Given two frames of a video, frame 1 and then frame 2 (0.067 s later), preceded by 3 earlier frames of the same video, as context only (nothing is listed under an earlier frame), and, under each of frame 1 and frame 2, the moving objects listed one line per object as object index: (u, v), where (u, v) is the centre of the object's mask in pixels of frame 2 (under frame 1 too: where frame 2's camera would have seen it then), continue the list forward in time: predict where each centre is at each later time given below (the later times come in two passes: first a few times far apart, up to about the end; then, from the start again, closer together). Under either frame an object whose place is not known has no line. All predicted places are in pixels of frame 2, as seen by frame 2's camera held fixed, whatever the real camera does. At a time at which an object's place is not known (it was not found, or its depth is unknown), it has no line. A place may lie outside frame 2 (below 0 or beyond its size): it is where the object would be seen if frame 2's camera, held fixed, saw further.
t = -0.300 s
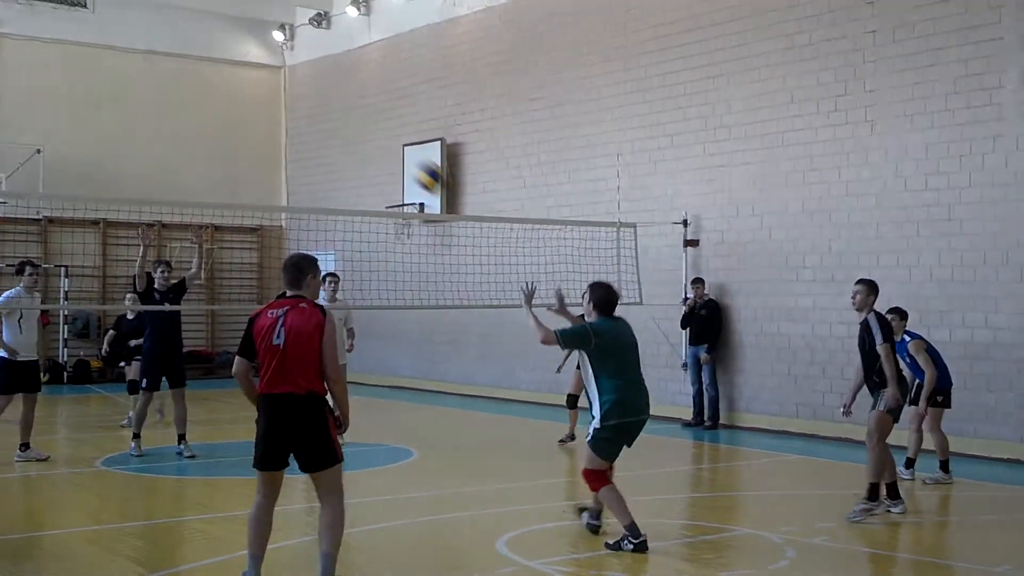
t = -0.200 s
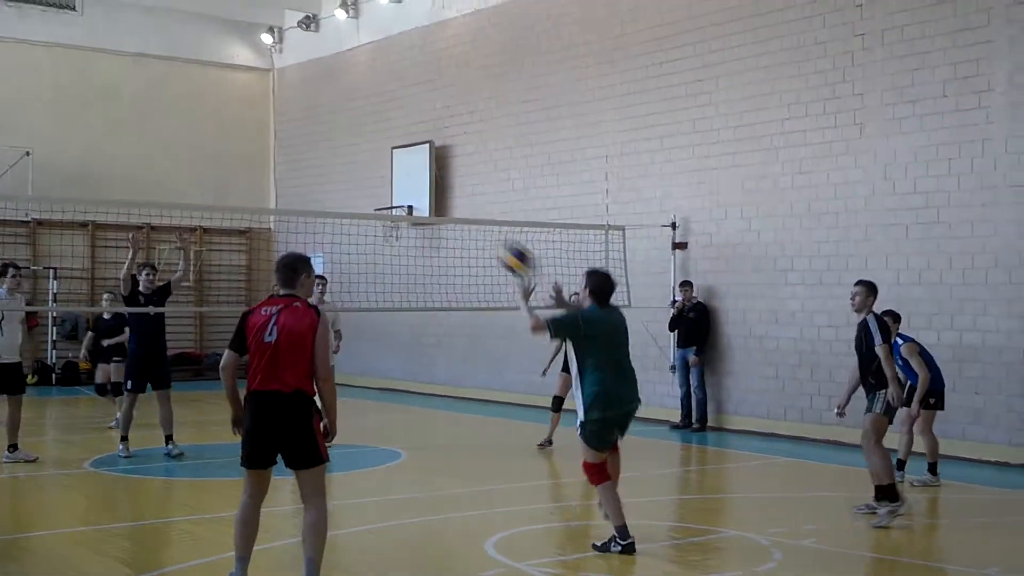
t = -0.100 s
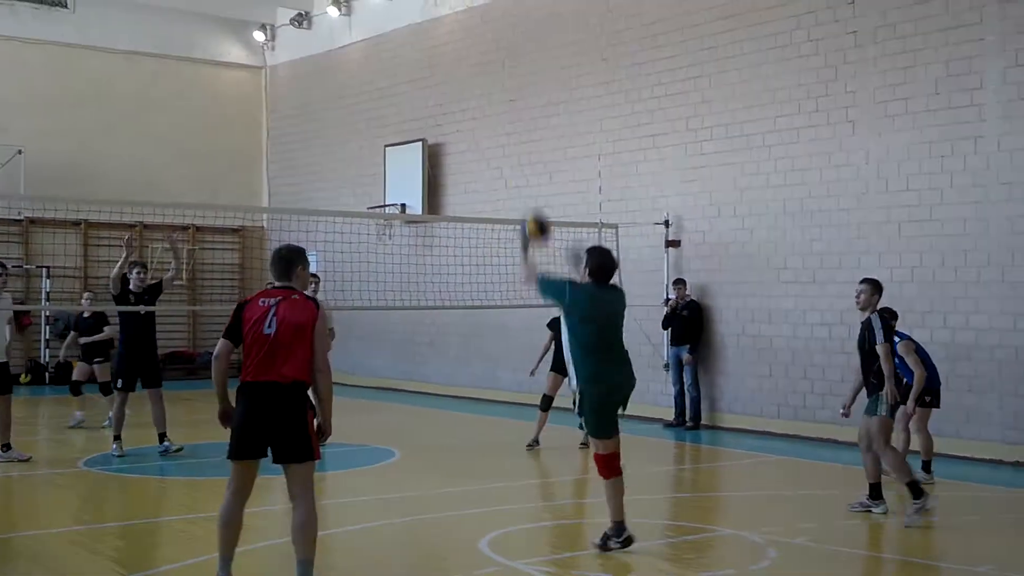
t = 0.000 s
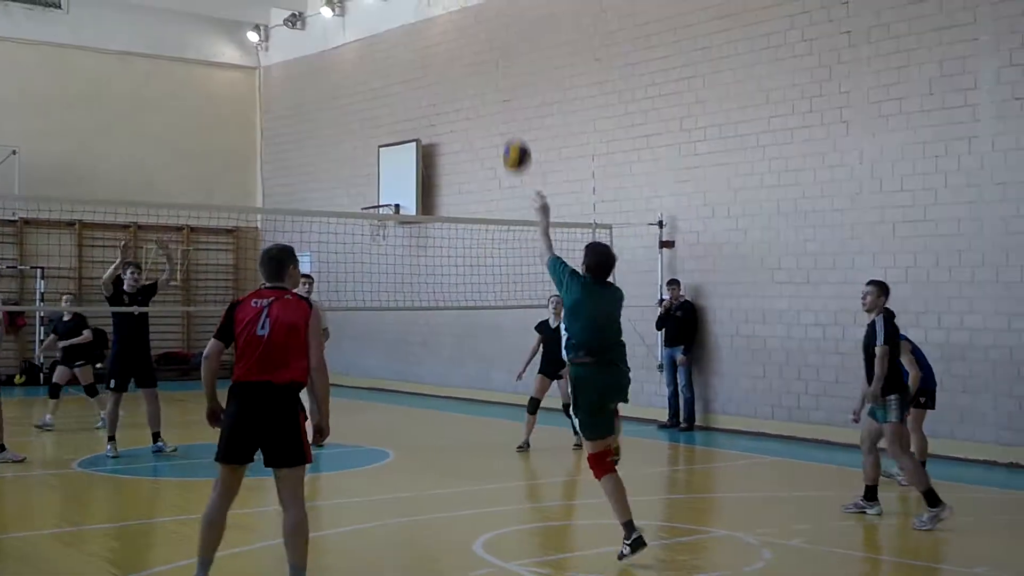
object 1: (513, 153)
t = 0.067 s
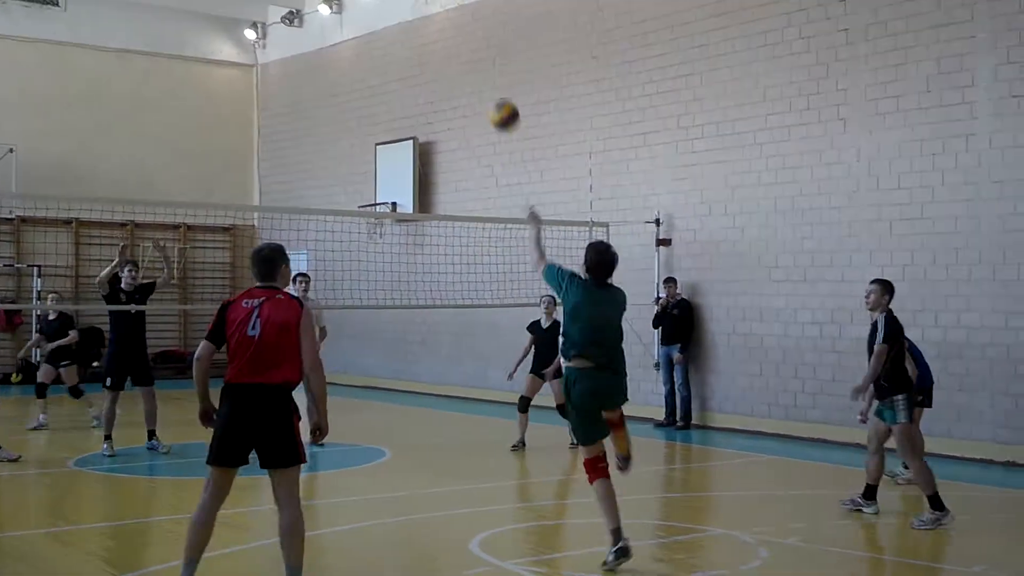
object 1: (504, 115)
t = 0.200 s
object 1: (486, 63)
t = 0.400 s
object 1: (461, 32)
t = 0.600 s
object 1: (444, 55)
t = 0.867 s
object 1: (428, 152)
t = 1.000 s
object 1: (419, 224)
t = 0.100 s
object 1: (500, 99)
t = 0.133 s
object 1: (495, 85)
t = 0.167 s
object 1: (490, 73)
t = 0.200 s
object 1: (486, 63)
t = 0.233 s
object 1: (481, 53)
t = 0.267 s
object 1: (477, 47)
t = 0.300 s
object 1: (472, 40)
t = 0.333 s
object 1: (469, 36)
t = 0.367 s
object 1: (465, 33)
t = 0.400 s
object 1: (461, 32)
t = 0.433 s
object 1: (460, 32)
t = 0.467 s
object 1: (456, 34)
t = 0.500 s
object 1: (452, 38)
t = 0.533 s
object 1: (449, 42)
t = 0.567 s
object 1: (445, 48)
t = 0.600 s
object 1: (444, 55)
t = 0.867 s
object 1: (428, 152)
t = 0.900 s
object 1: (425, 168)
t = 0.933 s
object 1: (424, 188)
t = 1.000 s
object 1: (419, 224)
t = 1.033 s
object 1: (419, 245)
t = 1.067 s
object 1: (416, 267)
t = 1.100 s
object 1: (414, 290)
